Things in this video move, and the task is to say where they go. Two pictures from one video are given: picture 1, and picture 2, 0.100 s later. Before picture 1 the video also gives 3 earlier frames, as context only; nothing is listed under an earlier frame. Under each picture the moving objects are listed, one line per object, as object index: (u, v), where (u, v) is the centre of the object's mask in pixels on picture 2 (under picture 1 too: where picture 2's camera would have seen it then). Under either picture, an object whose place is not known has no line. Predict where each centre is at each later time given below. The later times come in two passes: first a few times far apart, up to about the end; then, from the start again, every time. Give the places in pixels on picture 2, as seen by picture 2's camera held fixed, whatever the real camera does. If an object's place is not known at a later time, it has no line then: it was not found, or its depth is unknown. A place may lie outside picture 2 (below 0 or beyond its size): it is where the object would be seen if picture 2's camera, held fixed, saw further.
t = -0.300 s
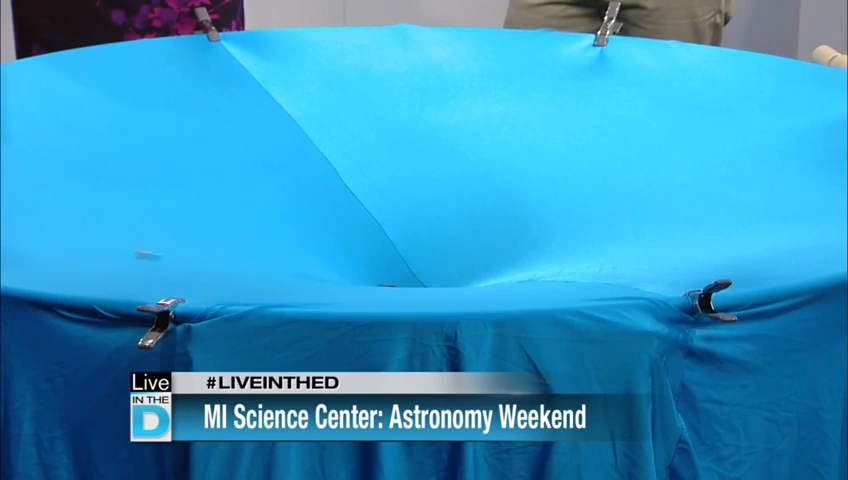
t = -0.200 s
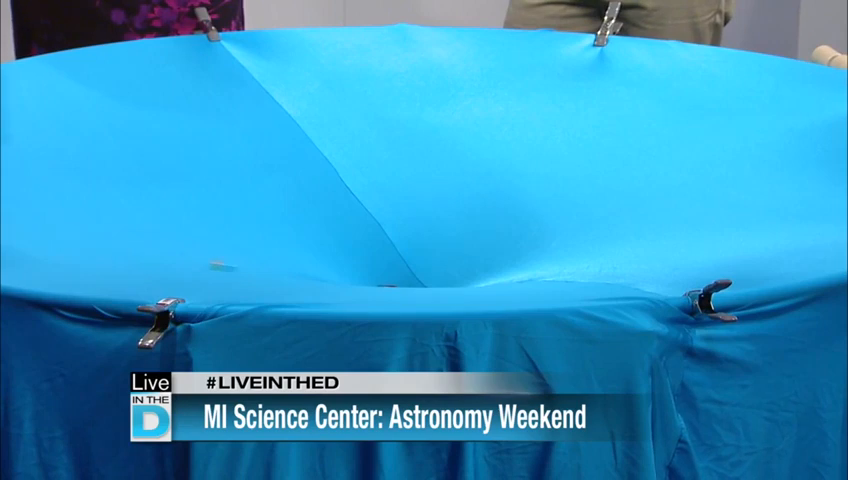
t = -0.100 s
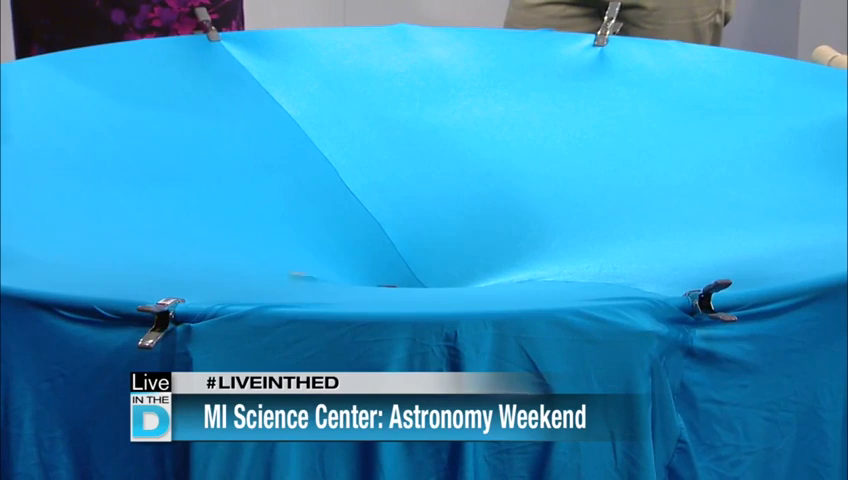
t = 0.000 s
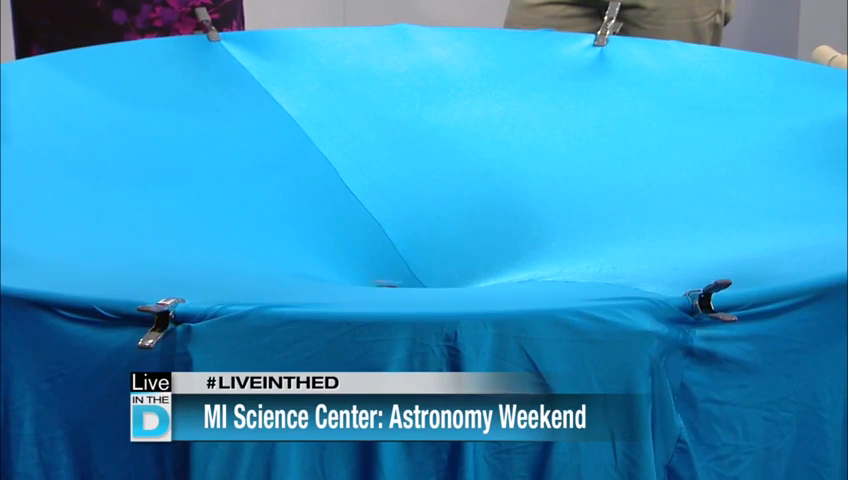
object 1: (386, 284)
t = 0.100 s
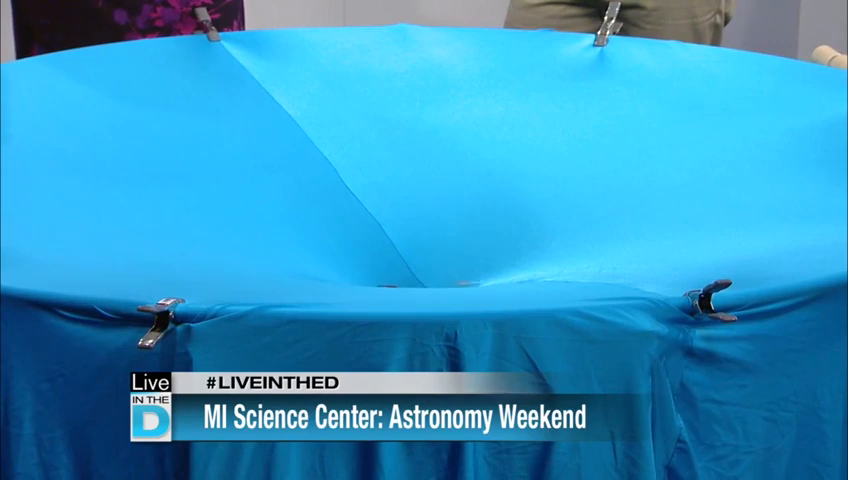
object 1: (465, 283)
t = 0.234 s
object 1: (557, 256)
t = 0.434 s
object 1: (628, 196)
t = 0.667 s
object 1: (652, 143)
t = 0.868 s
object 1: (639, 118)
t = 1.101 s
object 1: (596, 103)
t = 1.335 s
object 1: (530, 106)
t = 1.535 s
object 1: (461, 121)
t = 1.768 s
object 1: (372, 161)
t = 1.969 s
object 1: (293, 217)
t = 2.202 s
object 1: (262, 262)
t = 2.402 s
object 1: (297, 276)
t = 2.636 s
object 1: (371, 286)
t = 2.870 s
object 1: (449, 288)
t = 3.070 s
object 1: (509, 284)
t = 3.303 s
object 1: (557, 276)
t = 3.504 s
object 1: (562, 263)
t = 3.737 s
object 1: (504, 233)
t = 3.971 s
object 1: (382, 192)
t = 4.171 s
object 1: (272, 168)
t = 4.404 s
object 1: (176, 162)
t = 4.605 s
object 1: (126, 172)
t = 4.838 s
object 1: (106, 195)
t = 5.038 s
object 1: (131, 221)
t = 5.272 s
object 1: (214, 255)
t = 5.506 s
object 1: (355, 281)
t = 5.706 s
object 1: (488, 279)
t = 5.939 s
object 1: (575, 228)
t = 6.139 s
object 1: (584, 190)
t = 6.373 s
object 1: (546, 170)
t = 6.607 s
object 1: (473, 174)
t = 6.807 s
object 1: (388, 202)
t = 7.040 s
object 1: (295, 252)
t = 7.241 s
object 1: (288, 268)
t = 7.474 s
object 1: (340, 277)
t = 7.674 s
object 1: (403, 280)
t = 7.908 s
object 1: (474, 280)
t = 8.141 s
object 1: (512, 267)
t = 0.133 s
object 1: (488, 281)
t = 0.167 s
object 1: (516, 274)
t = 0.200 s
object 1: (538, 266)
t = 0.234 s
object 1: (557, 256)
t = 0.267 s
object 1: (572, 247)
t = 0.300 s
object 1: (587, 235)
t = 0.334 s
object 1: (600, 225)
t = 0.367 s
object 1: (610, 215)
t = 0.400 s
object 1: (621, 205)
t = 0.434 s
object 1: (628, 196)
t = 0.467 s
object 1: (634, 187)
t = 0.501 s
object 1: (640, 178)
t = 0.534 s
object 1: (645, 170)
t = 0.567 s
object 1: (648, 162)
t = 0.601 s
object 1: (651, 156)
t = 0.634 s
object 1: (652, 149)
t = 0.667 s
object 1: (652, 143)
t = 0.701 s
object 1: (652, 138)
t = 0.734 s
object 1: (651, 133)
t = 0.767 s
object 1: (649, 129)
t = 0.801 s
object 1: (646, 125)
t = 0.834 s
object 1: (643, 121)
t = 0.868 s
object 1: (639, 118)
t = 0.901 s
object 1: (635, 115)
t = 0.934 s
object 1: (630, 112)
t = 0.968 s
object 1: (625, 109)
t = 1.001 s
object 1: (618, 107)
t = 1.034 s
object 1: (611, 106)
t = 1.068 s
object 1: (604, 105)
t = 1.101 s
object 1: (596, 103)
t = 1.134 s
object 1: (588, 103)
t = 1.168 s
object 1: (580, 103)
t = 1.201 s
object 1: (570, 103)
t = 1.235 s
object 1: (561, 103)
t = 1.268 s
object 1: (551, 104)
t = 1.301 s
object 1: (541, 105)
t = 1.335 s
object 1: (530, 106)
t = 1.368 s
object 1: (518, 108)
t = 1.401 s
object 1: (508, 110)
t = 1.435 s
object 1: (496, 112)
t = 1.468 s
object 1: (485, 115)
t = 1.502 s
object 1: (473, 117)
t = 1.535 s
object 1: (461, 121)
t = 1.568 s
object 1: (449, 125)
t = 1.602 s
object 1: (437, 129)
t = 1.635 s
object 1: (424, 134)
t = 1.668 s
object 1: (412, 139)
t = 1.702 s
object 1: (399, 146)
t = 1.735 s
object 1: (385, 152)
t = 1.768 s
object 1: (372, 161)
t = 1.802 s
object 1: (359, 169)
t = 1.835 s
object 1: (346, 177)
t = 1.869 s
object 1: (333, 187)
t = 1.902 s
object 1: (318, 197)
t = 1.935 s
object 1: (304, 207)
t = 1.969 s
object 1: (293, 217)
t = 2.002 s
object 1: (283, 226)
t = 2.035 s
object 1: (275, 234)
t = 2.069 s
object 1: (267, 242)
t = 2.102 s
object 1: (263, 249)
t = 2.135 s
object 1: (261, 254)
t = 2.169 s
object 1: (261, 258)
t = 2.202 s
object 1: (262, 262)
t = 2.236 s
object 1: (265, 265)
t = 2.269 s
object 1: (269, 268)
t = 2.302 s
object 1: (275, 270)
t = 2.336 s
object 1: (281, 272)
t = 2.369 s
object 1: (289, 274)
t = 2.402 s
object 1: (297, 276)
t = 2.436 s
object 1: (306, 278)
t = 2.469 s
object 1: (316, 280)
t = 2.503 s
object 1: (326, 281)
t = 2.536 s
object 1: (336, 282)
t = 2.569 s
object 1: (347, 284)
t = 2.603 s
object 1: (359, 285)
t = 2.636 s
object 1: (371, 286)
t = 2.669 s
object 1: (383, 286)
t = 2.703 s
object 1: (392, 287)
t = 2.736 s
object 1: (404, 287)
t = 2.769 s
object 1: (416, 287)
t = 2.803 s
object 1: (426, 287)
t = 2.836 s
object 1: (438, 287)
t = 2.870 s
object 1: (449, 288)
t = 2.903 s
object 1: (460, 287)
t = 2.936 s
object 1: (470, 287)
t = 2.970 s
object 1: (480, 286)
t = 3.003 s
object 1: (490, 285)
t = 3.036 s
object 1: (499, 285)
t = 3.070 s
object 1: (509, 284)
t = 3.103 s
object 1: (517, 283)
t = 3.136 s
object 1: (525, 282)
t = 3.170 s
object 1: (533, 281)
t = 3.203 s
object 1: (540, 280)
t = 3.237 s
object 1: (547, 279)
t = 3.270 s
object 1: (552, 278)
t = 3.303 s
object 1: (557, 276)
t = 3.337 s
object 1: (561, 274)
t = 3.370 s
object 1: (564, 272)
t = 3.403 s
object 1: (566, 270)
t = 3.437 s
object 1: (566, 268)
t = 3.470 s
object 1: (565, 265)
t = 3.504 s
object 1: (562, 263)
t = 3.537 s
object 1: (559, 261)
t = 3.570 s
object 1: (554, 257)
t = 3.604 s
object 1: (548, 254)
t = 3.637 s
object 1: (540, 250)
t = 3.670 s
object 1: (529, 245)
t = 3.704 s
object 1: (518, 240)
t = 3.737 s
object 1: (504, 233)
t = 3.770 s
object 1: (489, 227)
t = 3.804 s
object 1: (473, 221)
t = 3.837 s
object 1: (457, 215)
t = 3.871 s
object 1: (439, 208)
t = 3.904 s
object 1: (420, 202)
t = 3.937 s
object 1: (401, 197)
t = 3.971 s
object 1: (382, 192)
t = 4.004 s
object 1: (362, 187)
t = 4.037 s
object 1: (343, 183)
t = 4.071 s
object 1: (325, 179)
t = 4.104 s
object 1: (306, 174)
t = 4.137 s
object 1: (288, 171)
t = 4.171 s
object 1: (272, 168)
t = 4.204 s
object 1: (257, 166)
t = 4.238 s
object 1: (242, 164)
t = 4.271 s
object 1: (227, 163)
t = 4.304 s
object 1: (213, 162)
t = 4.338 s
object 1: (200, 162)
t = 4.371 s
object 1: (188, 162)
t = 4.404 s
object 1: (176, 162)
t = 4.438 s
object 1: (167, 163)
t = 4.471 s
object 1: (157, 165)
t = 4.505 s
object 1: (147, 166)
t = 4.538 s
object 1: (140, 168)
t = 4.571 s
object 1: (132, 170)
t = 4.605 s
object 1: (126, 172)
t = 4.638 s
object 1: (120, 175)
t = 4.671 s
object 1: (115, 178)
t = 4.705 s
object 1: (112, 181)
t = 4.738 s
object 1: (109, 184)
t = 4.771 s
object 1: (107, 188)
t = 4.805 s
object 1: (106, 191)
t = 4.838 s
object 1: (106, 195)
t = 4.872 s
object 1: (107, 199)
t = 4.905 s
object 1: (110, 203)
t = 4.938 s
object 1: (113, 208)
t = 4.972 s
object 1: (117, 212)
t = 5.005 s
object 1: (124, 216)
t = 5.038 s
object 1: (131, 221)
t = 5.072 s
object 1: (139, 226)
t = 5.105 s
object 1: (148, 231)
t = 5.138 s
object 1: (159, 235)
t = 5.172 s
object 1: (171, 240)
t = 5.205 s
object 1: (184, 245)
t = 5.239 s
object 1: (199, 249)
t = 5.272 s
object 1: (214, 255)
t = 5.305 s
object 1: (232, 259)
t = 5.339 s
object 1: (249, 264)
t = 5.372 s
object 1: (267, 268)
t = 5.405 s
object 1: (289, 272)
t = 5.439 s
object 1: (309, 276)
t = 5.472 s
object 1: (331, 279)
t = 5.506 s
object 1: (355, 281)
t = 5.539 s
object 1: (381, 283)
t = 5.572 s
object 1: (397, 284)
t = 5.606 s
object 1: (421, 284)
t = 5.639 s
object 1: (445, 285)
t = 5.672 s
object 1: (467, 282)
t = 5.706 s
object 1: (488, 279)
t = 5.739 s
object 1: (507, 274)
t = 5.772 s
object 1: (524, 267)
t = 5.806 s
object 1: (538, 259)
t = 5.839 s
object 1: (550, 251)
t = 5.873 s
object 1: (561, 243)
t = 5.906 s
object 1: (569, 235)
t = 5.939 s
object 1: (575, 228)
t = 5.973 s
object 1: (580, 220)
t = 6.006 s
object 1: (583, 213)
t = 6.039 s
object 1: (585, 207)
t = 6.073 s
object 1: (586, 201)
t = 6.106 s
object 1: (585, 195)
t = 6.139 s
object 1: (584, 190)
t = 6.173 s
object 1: (581, 186)
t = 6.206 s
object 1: (578, 182)
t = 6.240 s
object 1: (573, 179)
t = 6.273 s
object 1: (567, 177)
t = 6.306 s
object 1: (561, 174)
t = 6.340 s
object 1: (554, 172)
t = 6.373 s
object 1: (546, 170)
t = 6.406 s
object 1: (538, 169)
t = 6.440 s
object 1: (528, 169)
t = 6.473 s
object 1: (518, 169)
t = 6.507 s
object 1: (508, 170)
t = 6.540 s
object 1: (497, 170)
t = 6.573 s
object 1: (484, 172)
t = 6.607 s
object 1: (473, 174)
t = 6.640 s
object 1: (460, 177)
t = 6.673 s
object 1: (446, 181)
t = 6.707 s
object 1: (432, 185)
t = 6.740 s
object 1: (419, 190)
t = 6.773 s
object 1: (404, 195)
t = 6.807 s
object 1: (388, 202)
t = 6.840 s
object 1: (373, 209)
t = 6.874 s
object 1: (358, 218)
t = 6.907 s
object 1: (343, 225)
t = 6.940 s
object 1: (328, 233)
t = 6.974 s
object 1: (315, 240)
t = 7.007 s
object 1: (304, 247)
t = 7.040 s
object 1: (295, 252)
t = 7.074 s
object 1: (288, 256)
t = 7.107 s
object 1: (285, 259)
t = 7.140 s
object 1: (283, 261)
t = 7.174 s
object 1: (283, 263)
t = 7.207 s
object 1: (285, 267)
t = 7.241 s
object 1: (288, 268)
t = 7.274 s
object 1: (293, 270)
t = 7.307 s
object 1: (299, 272)
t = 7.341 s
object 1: (305, 273)
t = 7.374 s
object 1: (312, 274)
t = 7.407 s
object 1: (320, 276)
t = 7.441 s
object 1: (330, 276)
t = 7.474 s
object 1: (340, 277)
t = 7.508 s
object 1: (350, 278)
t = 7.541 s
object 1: (360, 278)
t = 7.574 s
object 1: (370, 279)
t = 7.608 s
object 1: (382, 280)
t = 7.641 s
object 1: (392, 280)
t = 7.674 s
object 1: (403, 280)
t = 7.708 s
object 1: (414, 281)
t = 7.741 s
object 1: (425, 281)
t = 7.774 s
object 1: (435, 281)
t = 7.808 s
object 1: (446, 281)
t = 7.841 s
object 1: (455, 281)
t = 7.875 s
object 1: (464, 280)
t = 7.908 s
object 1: (474, 280)
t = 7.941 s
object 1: (483, 280)
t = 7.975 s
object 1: (491, 279)
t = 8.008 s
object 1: (498, 278)
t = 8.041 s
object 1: (504, 276)
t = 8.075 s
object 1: (508, 274)
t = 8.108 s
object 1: (511, 270)
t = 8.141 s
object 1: (512, 267)
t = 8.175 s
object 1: (511, 263)
